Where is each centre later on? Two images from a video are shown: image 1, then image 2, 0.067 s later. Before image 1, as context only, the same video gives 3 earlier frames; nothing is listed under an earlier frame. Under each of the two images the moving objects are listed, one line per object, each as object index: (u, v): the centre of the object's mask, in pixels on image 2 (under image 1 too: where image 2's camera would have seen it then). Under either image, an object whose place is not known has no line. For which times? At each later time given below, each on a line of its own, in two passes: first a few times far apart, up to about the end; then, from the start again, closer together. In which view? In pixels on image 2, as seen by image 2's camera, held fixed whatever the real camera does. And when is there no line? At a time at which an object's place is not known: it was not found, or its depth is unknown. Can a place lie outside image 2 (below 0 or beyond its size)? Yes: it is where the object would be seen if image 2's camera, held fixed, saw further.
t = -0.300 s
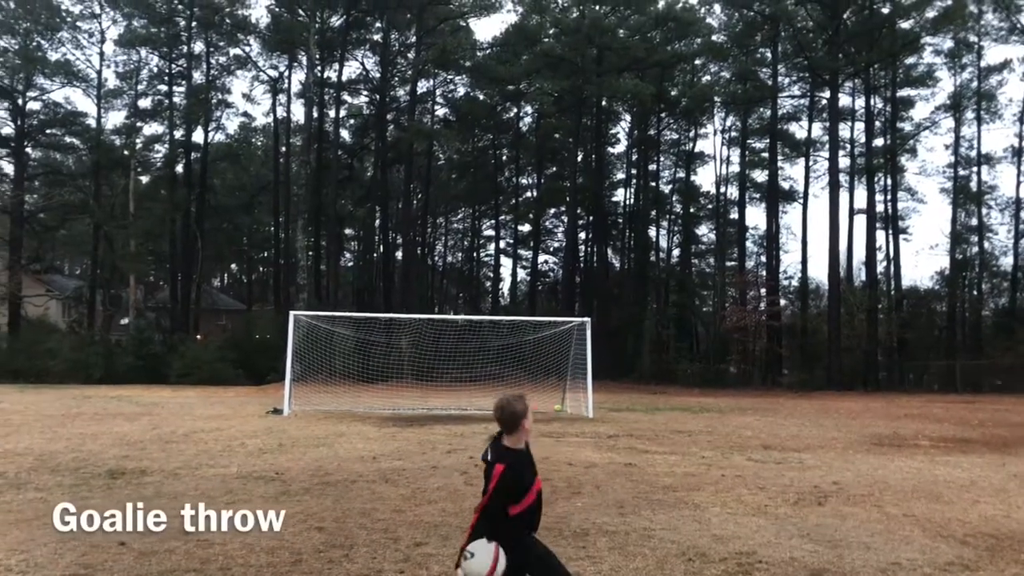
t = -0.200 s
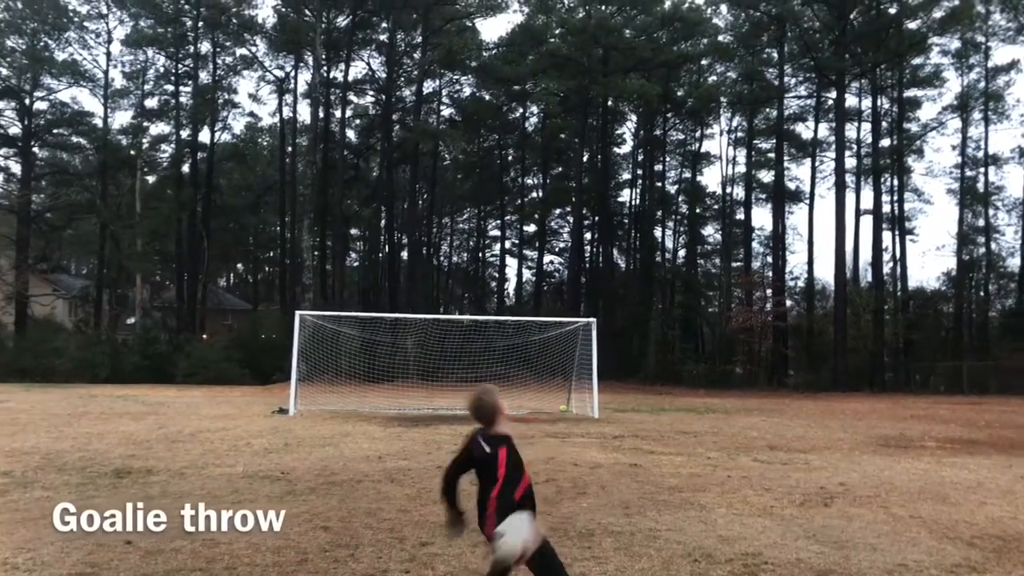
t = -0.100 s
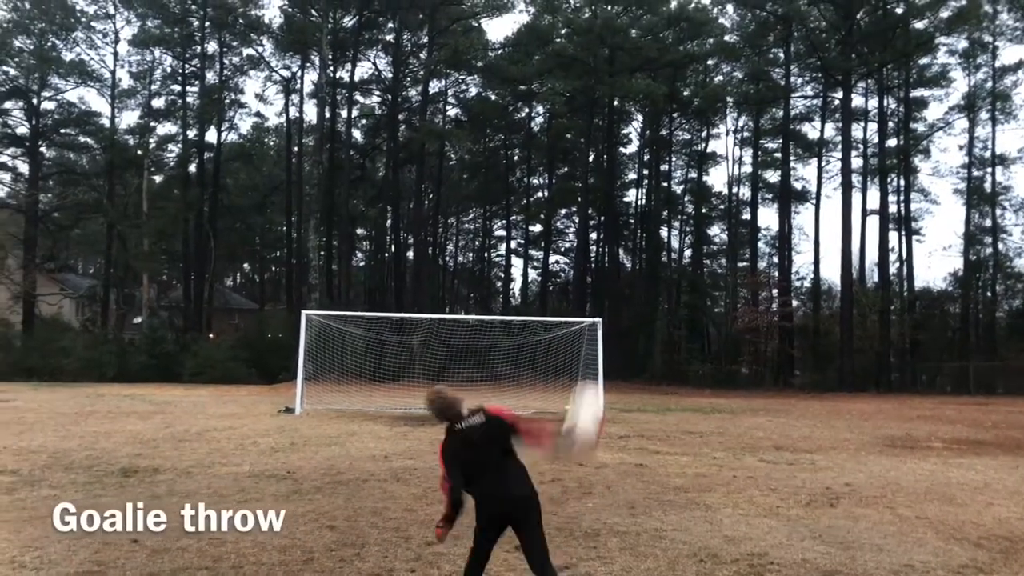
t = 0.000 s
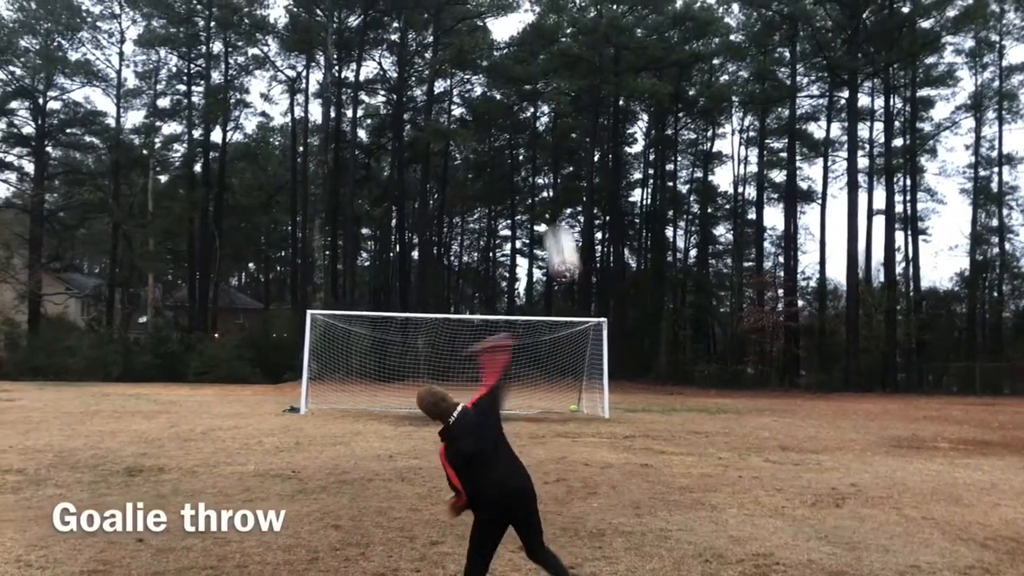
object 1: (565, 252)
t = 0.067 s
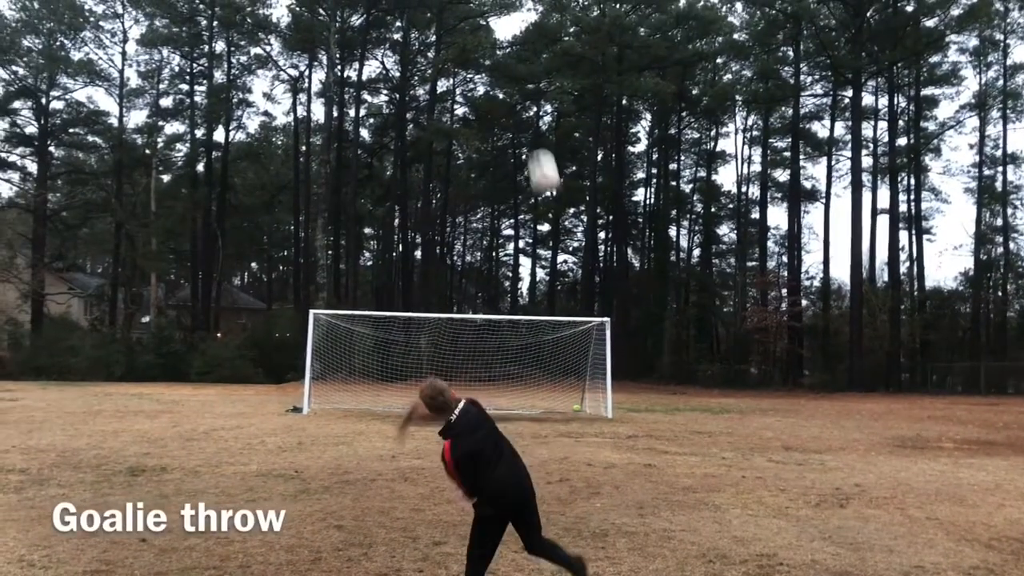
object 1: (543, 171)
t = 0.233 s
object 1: (511, 54)
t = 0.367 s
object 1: (498, 7)
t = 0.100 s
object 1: (536, 142)
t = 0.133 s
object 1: (528, 114)
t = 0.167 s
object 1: (522, 91)
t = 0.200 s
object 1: (516, 71)
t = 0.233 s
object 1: (511, 54)
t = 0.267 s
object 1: (507, 40)
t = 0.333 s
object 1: (500, 15)
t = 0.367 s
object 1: (498, 7)
